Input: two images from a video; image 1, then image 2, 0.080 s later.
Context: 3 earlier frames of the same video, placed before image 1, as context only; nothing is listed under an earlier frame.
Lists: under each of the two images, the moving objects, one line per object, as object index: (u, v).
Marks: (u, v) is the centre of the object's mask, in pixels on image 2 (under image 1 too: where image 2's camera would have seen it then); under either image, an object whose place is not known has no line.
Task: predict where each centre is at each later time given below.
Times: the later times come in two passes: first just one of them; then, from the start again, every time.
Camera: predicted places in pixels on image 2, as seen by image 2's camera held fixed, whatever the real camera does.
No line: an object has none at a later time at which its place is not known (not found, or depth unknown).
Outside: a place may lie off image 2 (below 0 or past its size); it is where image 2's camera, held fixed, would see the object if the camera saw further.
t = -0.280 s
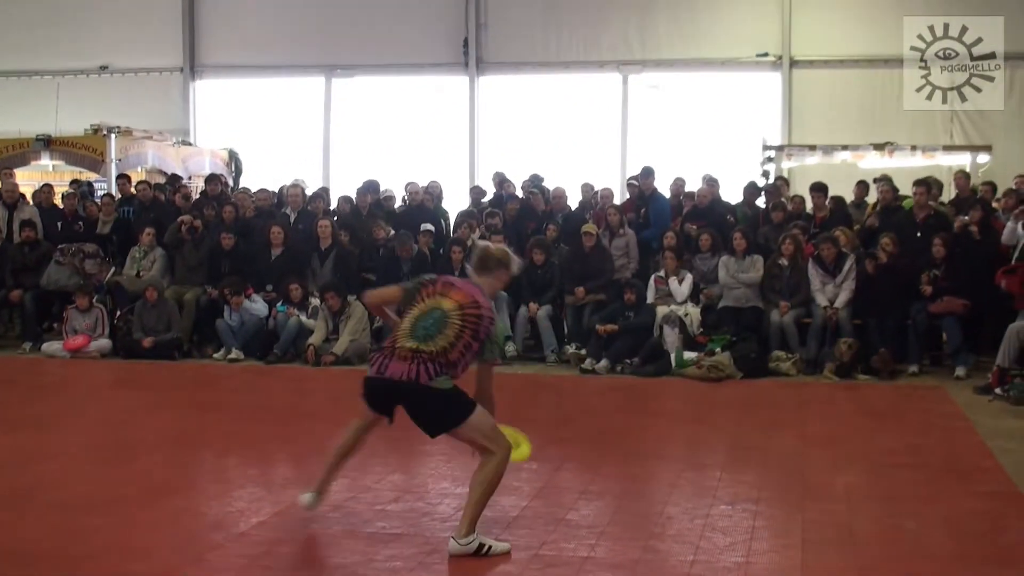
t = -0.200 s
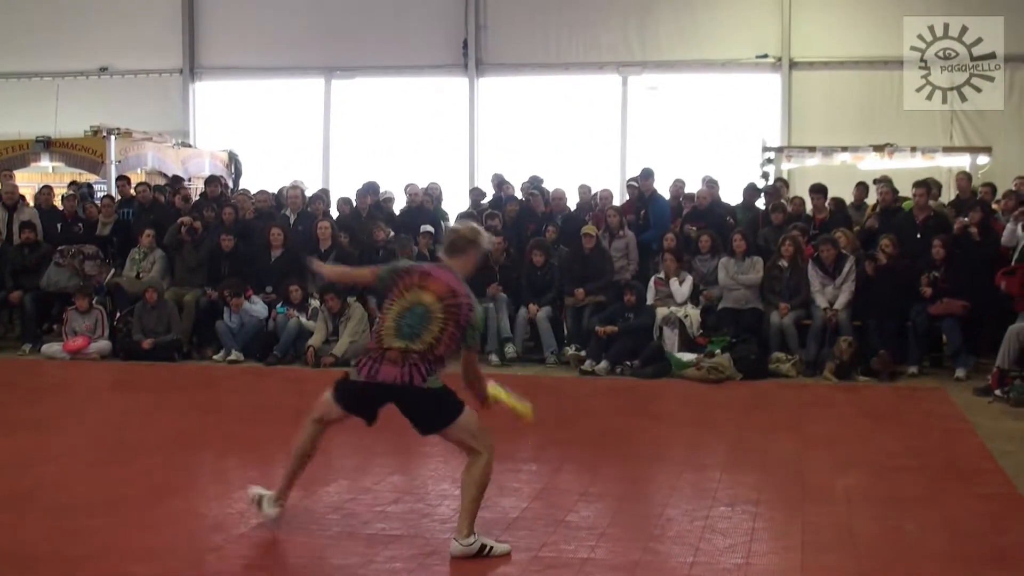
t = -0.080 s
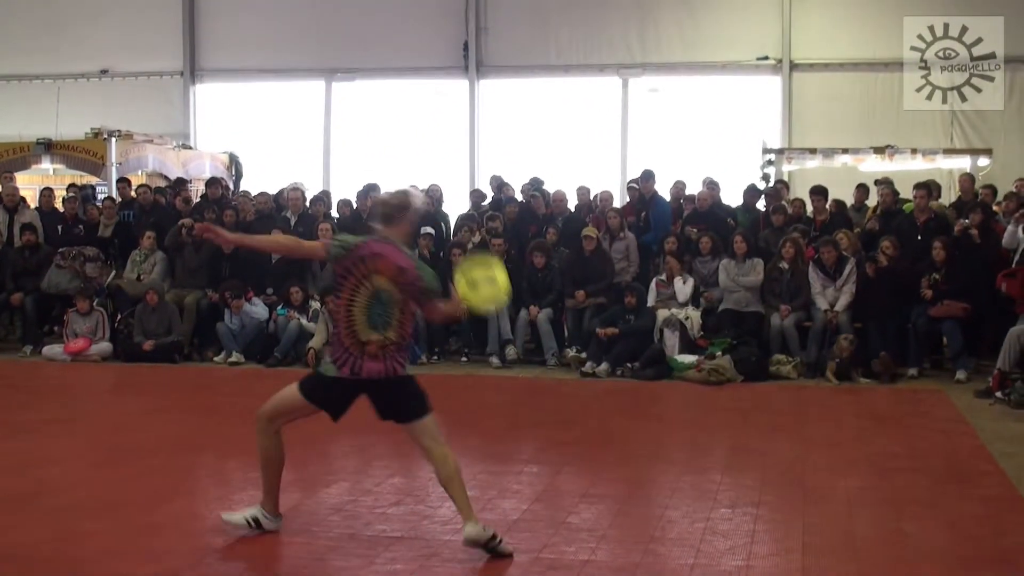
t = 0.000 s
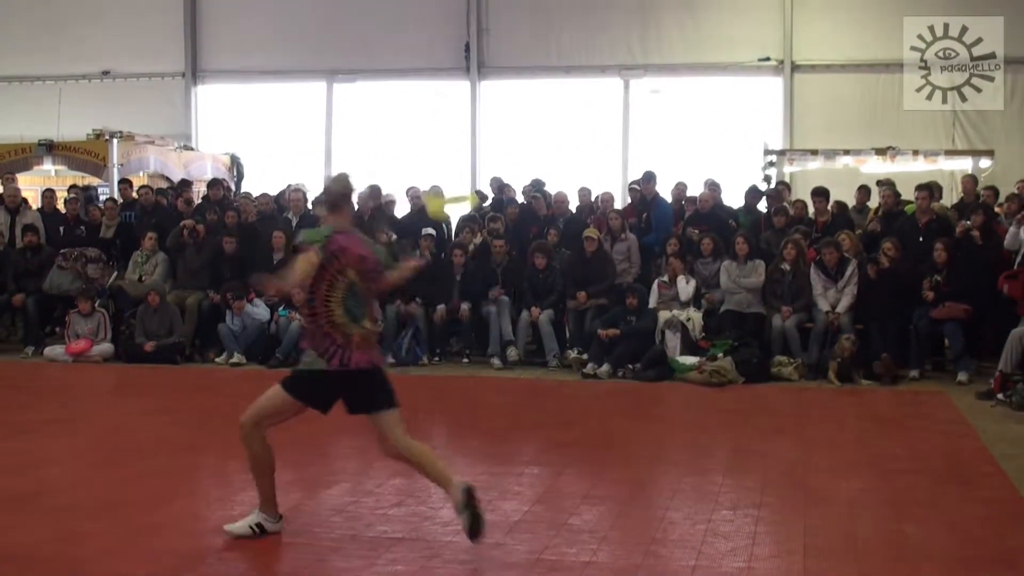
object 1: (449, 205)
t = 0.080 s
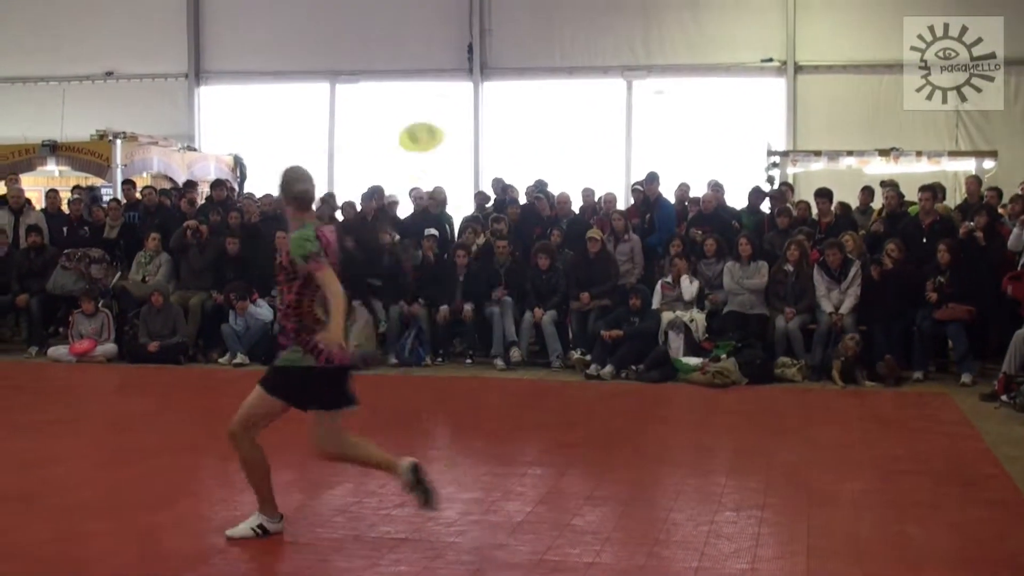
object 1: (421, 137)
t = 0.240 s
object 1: (370, 51)
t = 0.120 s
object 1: (407, 109)
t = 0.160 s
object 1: (399, 85)
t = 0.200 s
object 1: (380, 67)
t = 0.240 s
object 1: (370, 51)
